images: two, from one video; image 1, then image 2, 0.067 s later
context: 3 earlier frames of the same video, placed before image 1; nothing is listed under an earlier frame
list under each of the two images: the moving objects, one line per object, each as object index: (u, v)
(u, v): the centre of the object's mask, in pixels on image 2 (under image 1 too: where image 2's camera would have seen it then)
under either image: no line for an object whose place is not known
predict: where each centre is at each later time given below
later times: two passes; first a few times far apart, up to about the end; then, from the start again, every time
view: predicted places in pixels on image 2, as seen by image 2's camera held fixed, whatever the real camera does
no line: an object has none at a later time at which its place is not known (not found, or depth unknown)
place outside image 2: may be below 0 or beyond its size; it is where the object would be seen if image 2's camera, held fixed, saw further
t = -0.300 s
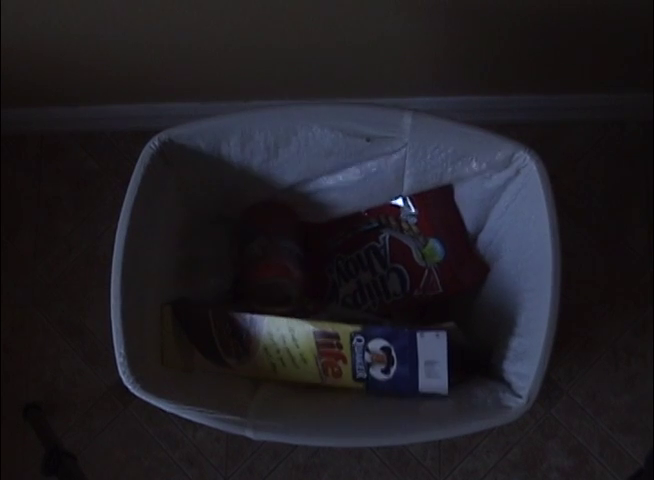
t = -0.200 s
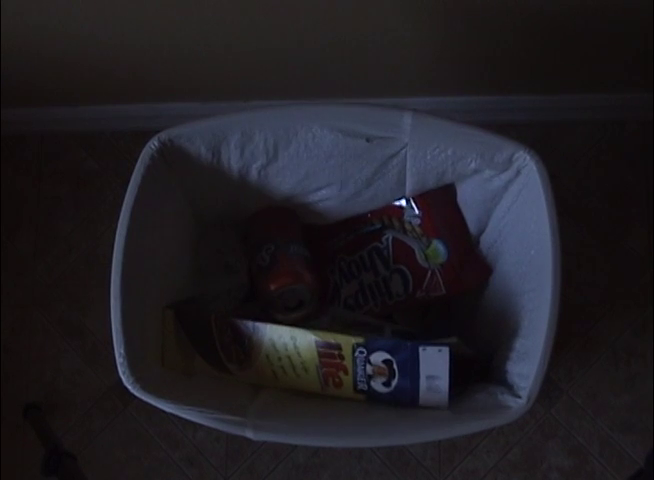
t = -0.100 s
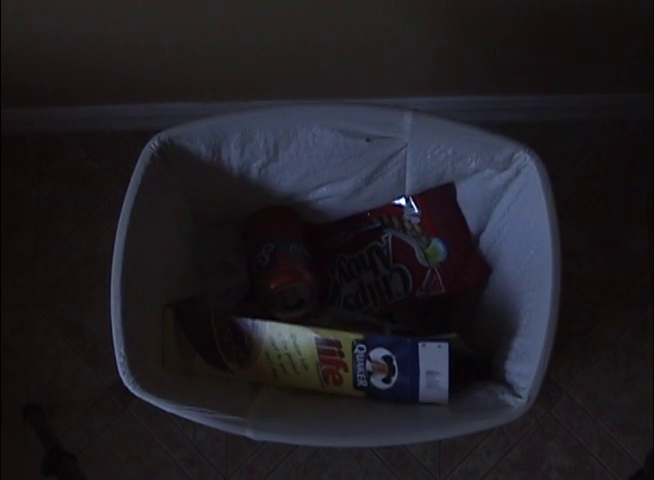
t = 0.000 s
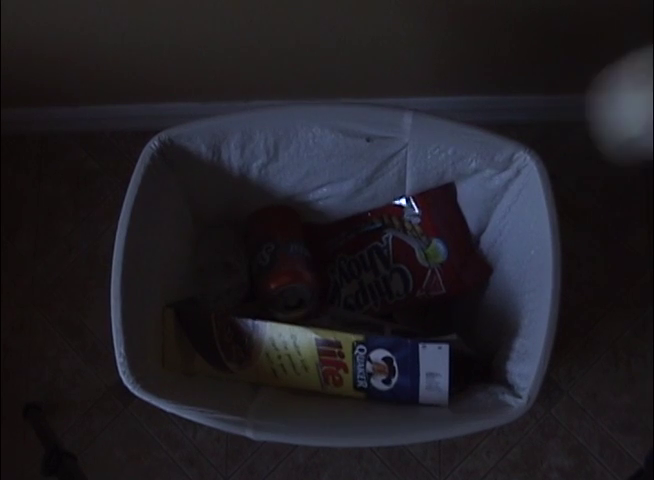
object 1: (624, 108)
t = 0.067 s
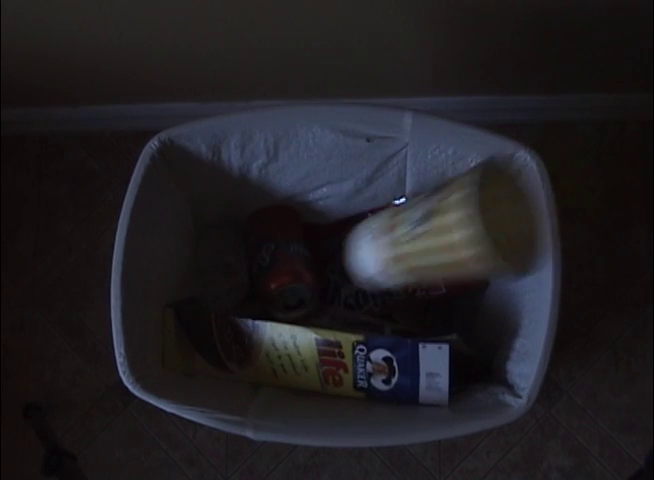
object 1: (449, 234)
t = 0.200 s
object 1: (313, 231)
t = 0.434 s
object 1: (320, 229)
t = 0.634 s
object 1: (353, 266)
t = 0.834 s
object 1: (360, 275)
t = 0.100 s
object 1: (354, 285)
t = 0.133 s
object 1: (335, 271)
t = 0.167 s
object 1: (318, 250)
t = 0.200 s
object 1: (313, 231)
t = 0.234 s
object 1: (311, 218)
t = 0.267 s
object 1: (309, 210)
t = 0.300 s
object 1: (308, 209)
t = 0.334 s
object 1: (309, 211)
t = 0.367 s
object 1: (310, 217)
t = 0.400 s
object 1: (314, 222)
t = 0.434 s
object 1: (320, 229)
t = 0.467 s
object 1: (325, 235)
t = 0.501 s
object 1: (333, 240)
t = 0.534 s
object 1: (342, 246)
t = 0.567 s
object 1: (346, 254)
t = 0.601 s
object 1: (349, 261)
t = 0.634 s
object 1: (353, 266)
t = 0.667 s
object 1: (355, 269)
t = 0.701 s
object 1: (357, 273)
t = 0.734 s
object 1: (360, 274)
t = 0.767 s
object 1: (360, 274)
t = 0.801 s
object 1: (361, 274)
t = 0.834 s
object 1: (360, 275)
